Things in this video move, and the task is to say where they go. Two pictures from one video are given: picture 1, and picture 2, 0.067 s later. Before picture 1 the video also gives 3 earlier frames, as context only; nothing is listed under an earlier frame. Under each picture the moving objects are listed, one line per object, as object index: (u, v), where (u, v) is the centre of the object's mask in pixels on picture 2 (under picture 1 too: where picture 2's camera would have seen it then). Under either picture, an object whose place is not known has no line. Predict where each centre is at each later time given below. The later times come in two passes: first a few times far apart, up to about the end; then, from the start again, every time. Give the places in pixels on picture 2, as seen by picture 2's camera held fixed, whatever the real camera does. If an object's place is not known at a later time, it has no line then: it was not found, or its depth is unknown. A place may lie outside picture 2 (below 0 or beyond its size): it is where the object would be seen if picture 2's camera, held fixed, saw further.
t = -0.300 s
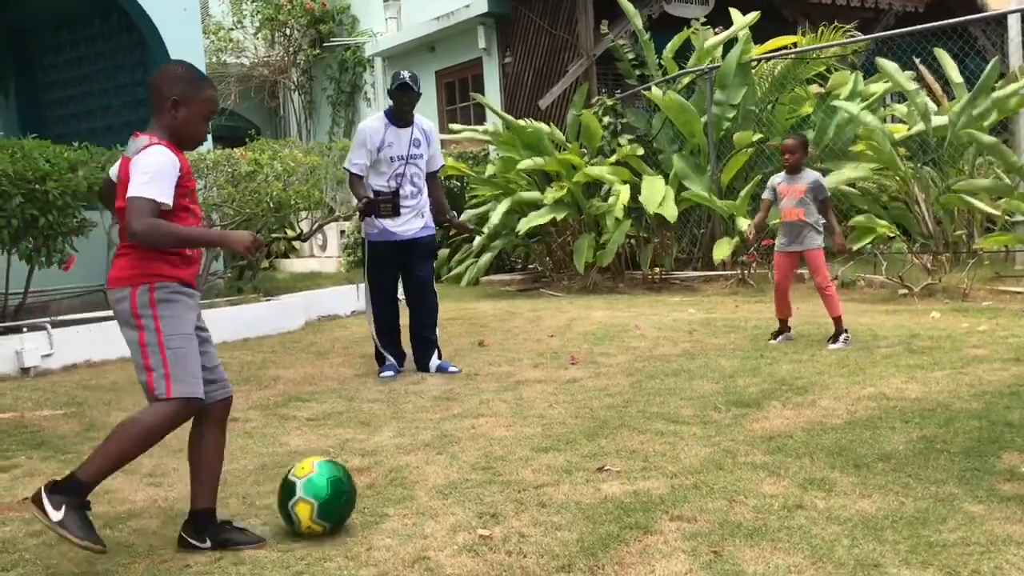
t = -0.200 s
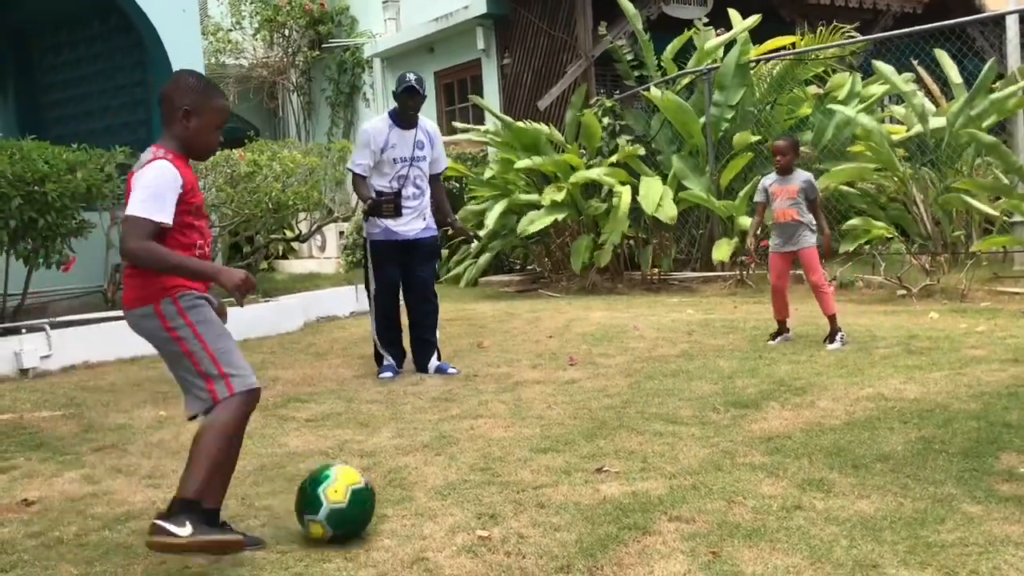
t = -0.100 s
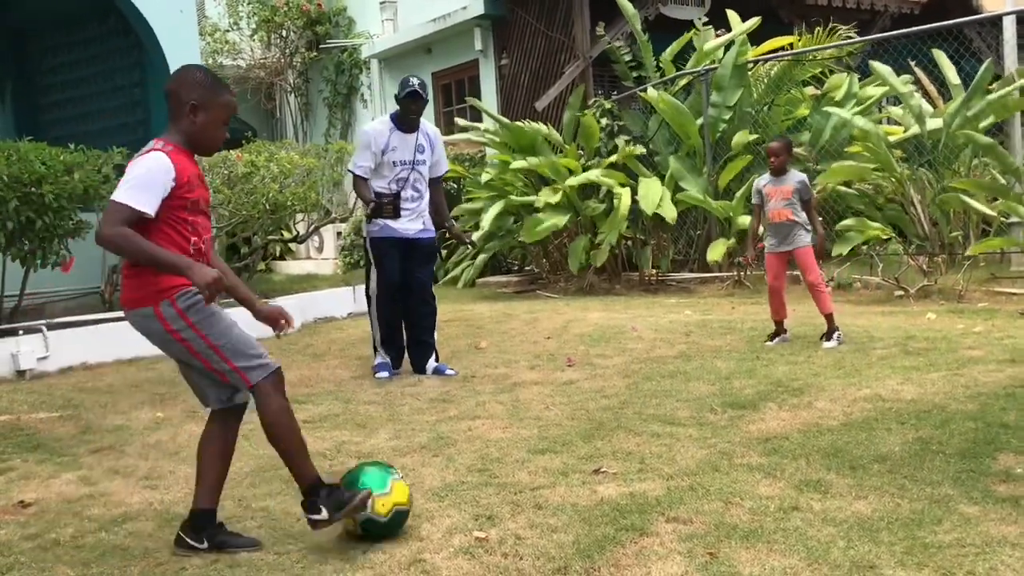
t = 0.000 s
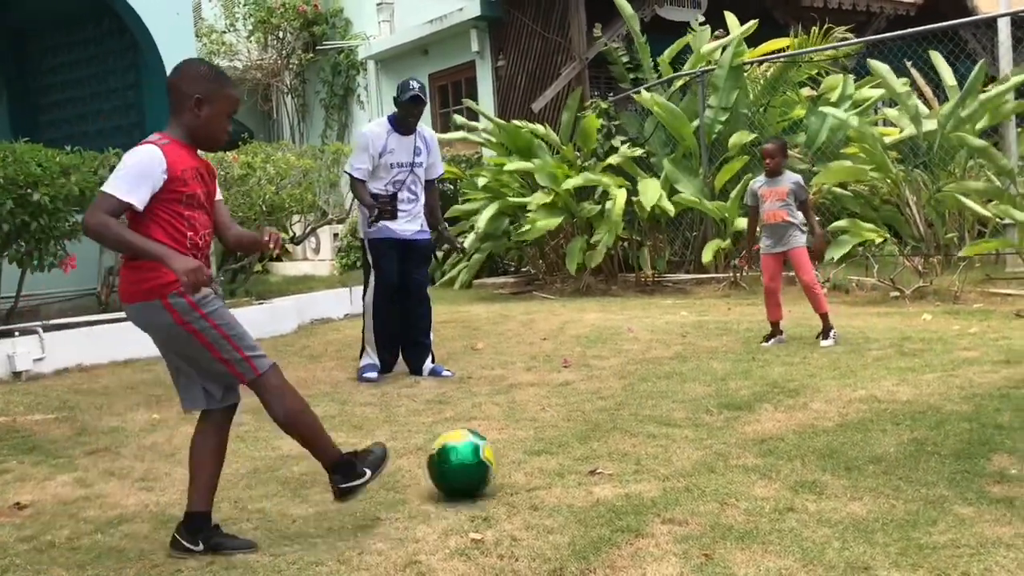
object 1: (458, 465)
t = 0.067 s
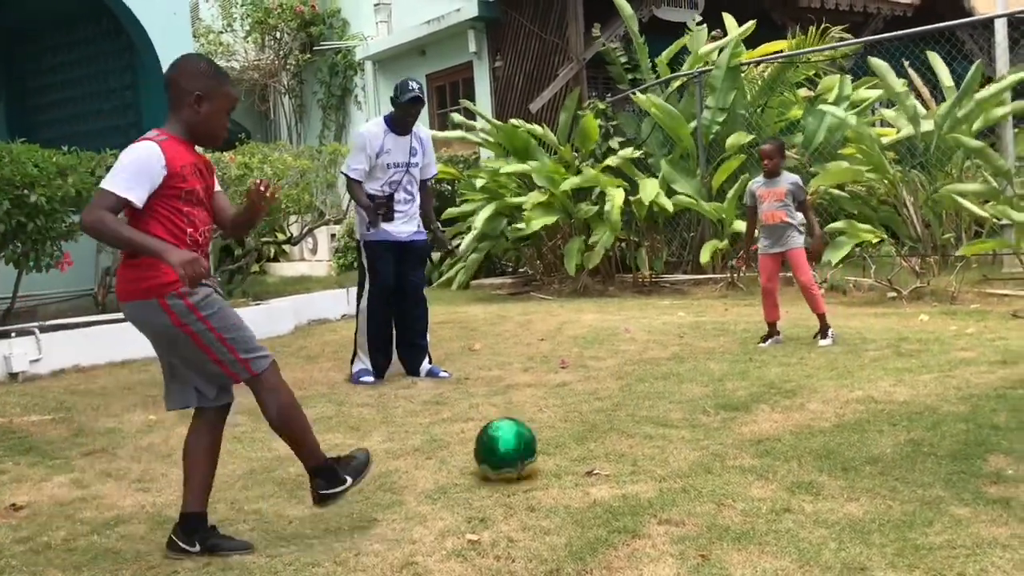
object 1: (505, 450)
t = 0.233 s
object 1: (593, 417)
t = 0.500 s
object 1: (690, 383)
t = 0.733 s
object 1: (749, 362)
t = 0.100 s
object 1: (526, 442)
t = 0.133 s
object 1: (545, 434)
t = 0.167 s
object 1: (562, 428)
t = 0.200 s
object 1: (577, 423)
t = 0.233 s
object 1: (593, 417)
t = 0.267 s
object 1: (607, 412)
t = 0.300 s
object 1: (620, 405)
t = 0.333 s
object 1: (634, 400)
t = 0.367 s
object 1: (646, 397)
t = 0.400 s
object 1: (658, 394)
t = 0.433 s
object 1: (670, 391)
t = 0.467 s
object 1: (681, 389)
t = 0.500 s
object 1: (690, 383)
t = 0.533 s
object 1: (699, 377)
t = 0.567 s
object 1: (708, 371)
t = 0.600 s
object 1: (717, 368)
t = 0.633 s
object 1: (726, 368)
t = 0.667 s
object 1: (734, 370)
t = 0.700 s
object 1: (742, 366)
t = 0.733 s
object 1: (749, 362)
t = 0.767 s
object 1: (756, 358)
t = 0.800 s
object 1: (762, 355)
